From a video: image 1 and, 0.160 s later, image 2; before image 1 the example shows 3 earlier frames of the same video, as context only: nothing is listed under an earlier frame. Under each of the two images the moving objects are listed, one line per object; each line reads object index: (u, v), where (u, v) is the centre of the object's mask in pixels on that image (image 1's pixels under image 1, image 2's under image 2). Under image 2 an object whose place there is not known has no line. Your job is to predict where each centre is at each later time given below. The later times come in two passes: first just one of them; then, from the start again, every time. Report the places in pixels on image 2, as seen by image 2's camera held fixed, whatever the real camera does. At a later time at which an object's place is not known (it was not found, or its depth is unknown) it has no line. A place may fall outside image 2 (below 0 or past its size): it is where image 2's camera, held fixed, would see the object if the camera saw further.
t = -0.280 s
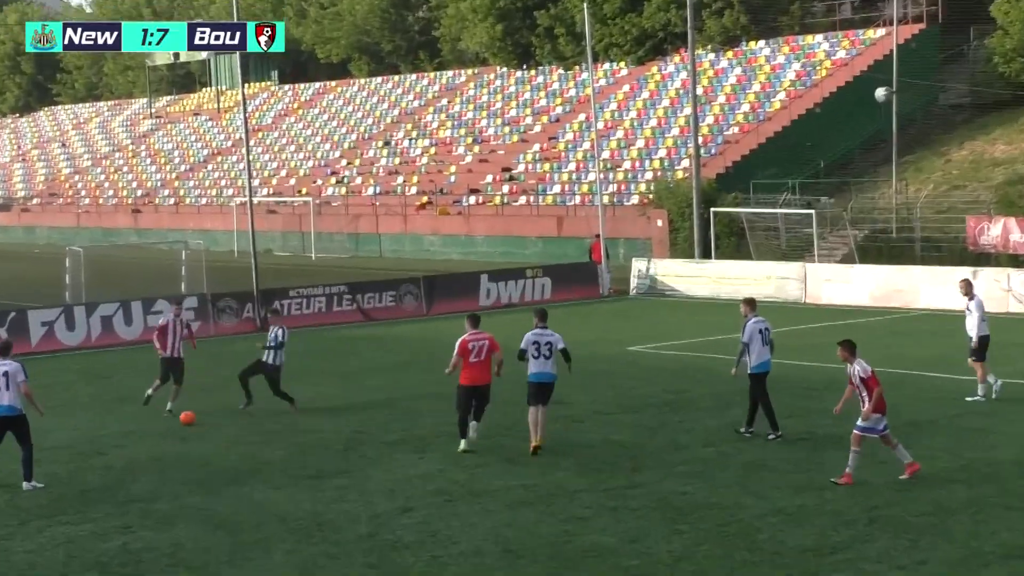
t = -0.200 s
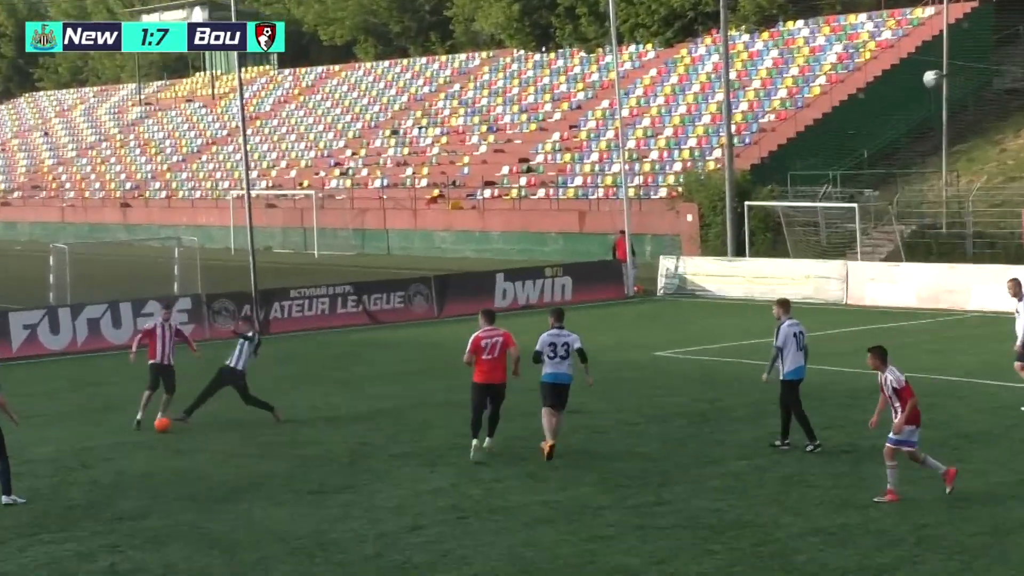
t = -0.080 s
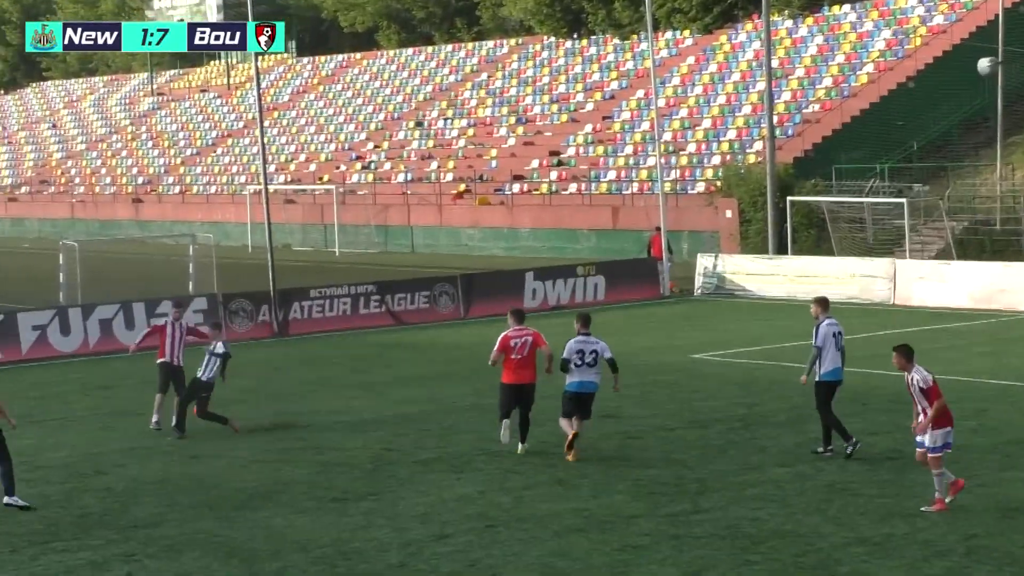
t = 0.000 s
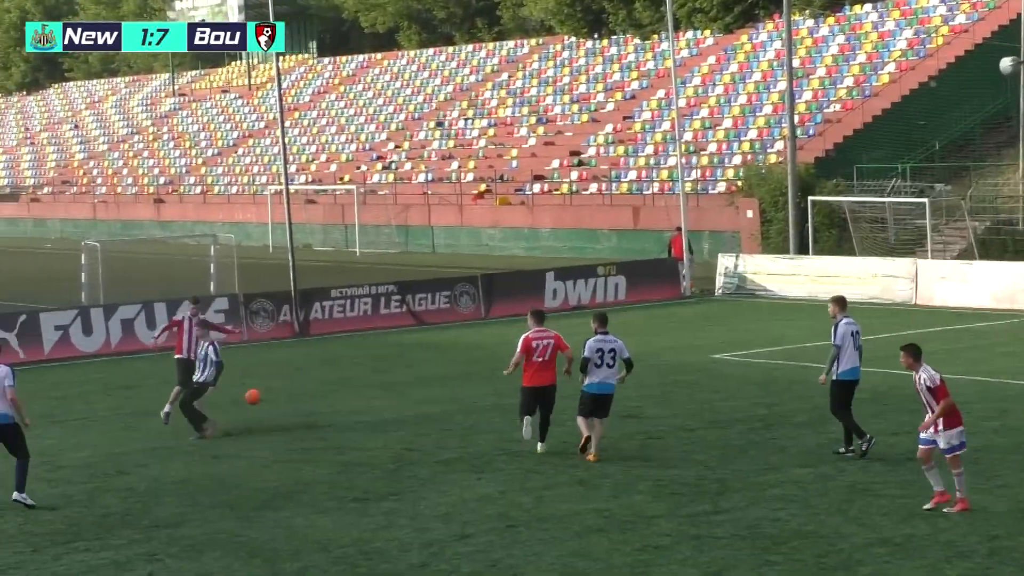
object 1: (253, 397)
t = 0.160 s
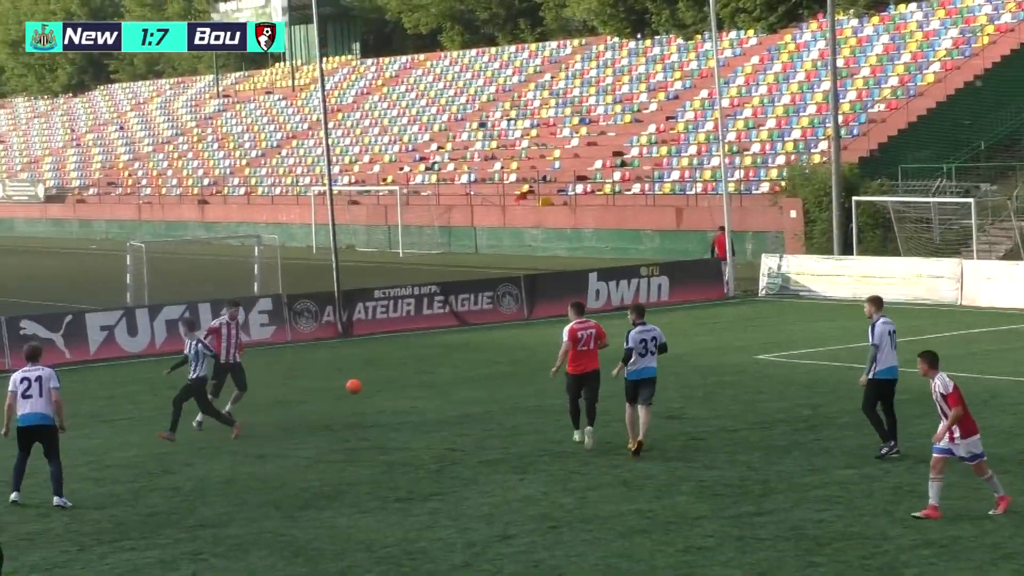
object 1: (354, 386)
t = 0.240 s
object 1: (383, 388)
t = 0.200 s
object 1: (368, 387)
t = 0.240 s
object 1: (383, 388)
